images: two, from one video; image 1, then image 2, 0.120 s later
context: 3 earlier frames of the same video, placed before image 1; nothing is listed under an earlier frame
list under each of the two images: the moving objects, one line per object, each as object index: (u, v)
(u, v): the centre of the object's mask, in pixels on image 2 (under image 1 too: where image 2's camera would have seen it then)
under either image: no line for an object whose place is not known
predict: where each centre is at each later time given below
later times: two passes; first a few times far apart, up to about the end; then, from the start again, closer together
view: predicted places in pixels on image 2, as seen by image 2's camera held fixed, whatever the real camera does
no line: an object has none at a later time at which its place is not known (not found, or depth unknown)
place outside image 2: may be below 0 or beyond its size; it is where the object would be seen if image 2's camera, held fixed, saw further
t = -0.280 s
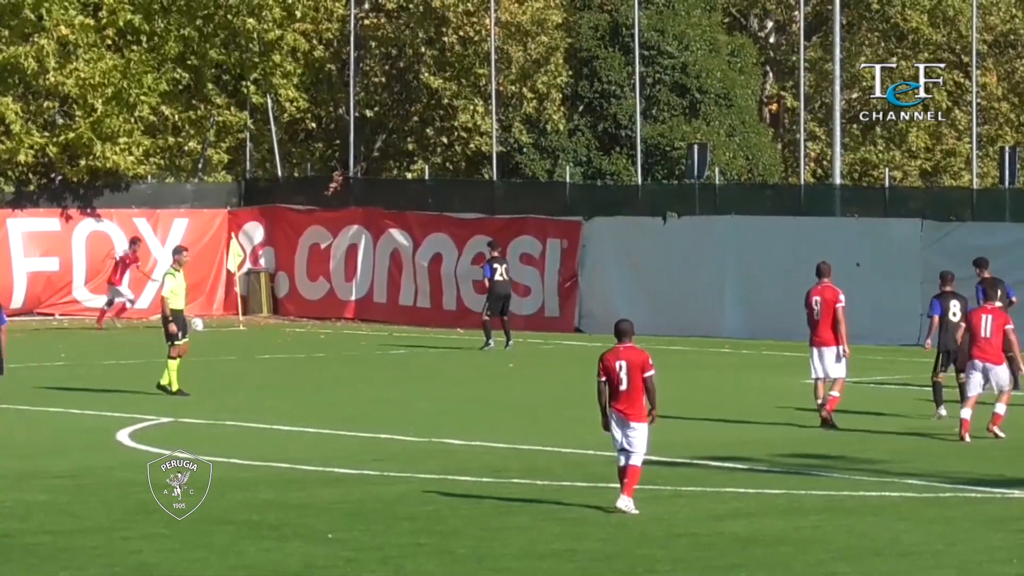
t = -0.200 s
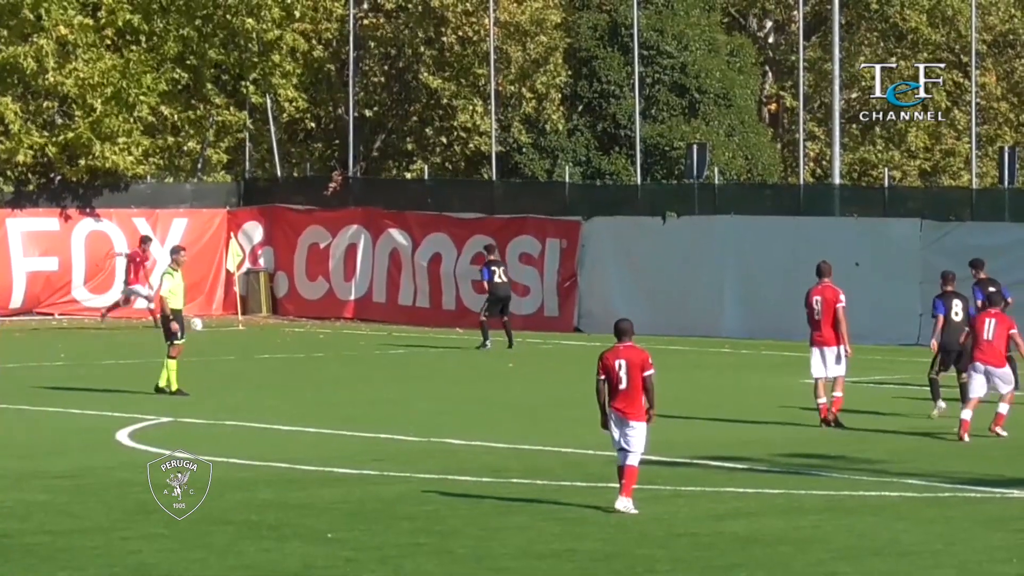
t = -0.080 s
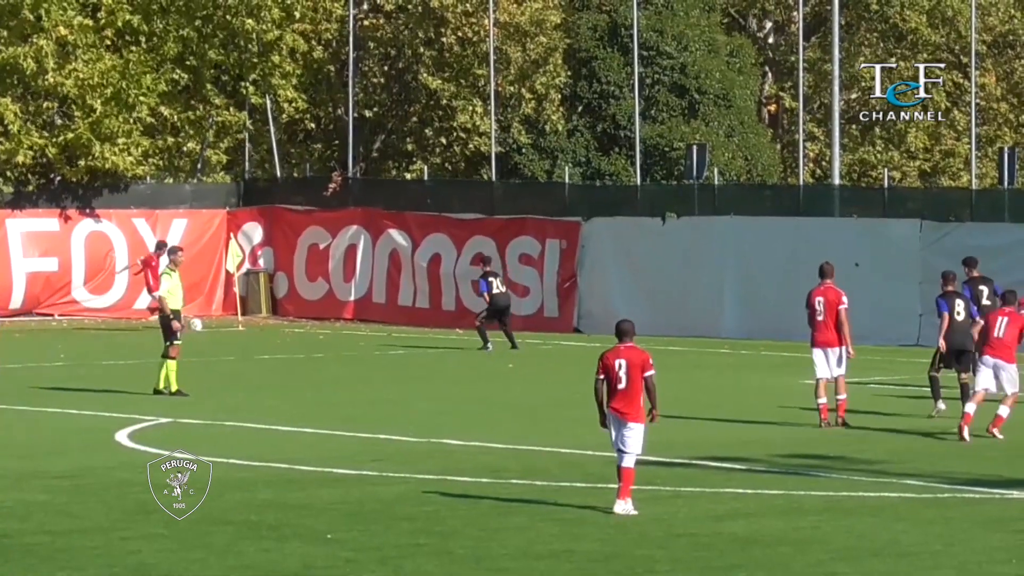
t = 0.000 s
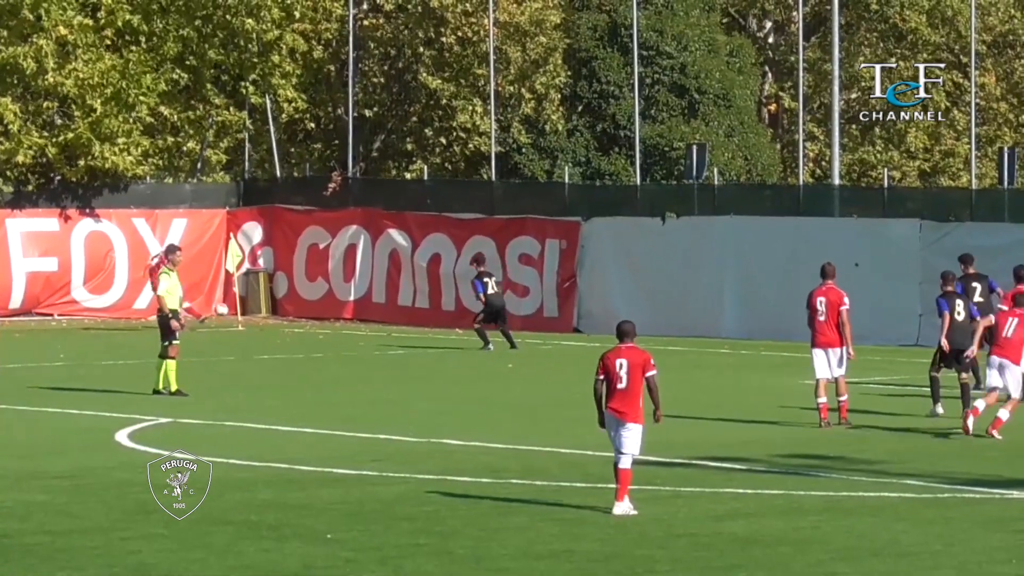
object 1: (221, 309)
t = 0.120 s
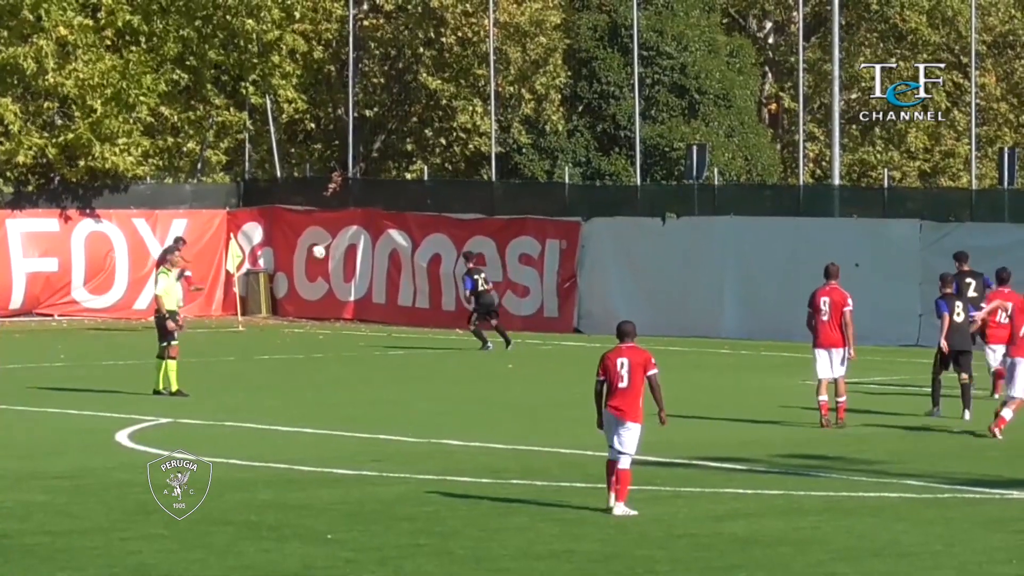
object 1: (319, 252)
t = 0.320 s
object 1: (470, 168)
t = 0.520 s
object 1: (615, 100)
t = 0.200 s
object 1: (381, 217)
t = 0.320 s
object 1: (470, 168)
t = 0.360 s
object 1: (501, 153)
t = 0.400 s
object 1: (530, 139)
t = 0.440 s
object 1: (557, 125)
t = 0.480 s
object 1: (586, 112)
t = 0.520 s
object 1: (615, 100)
